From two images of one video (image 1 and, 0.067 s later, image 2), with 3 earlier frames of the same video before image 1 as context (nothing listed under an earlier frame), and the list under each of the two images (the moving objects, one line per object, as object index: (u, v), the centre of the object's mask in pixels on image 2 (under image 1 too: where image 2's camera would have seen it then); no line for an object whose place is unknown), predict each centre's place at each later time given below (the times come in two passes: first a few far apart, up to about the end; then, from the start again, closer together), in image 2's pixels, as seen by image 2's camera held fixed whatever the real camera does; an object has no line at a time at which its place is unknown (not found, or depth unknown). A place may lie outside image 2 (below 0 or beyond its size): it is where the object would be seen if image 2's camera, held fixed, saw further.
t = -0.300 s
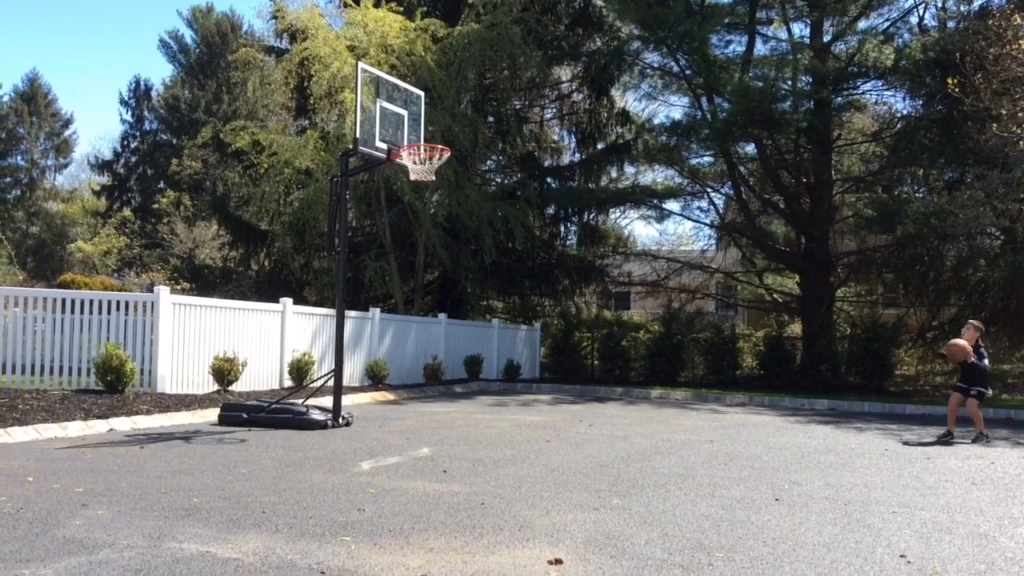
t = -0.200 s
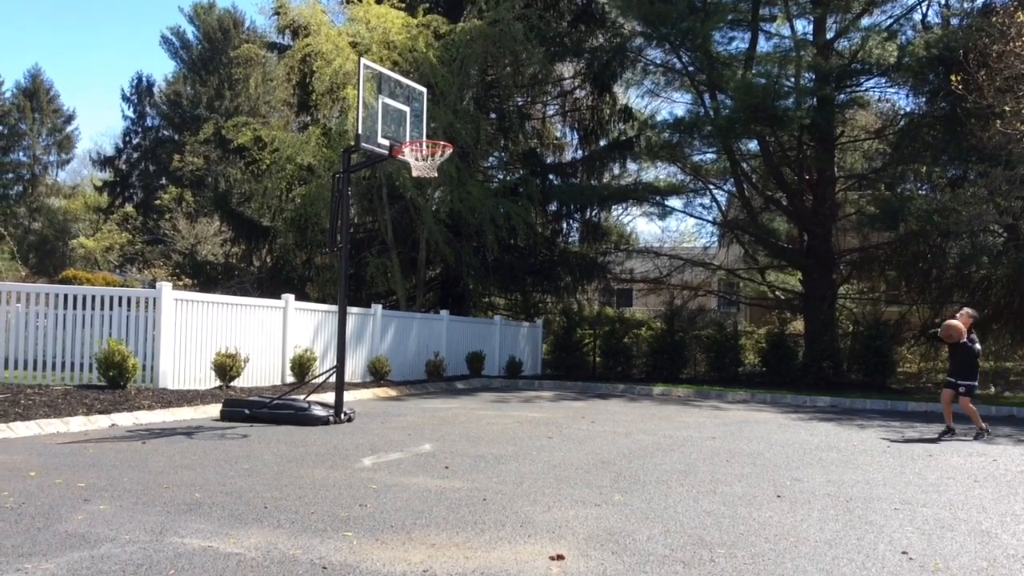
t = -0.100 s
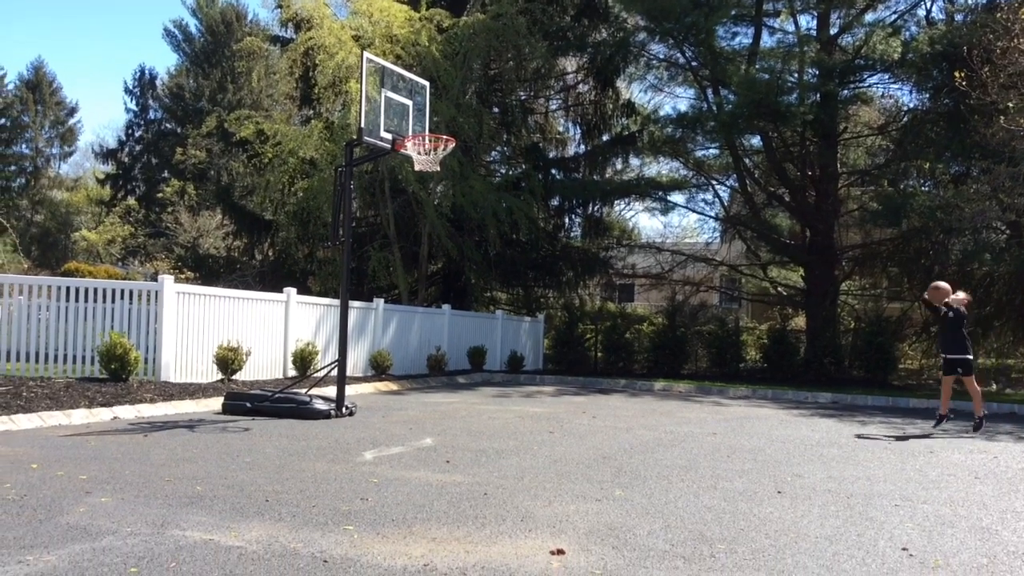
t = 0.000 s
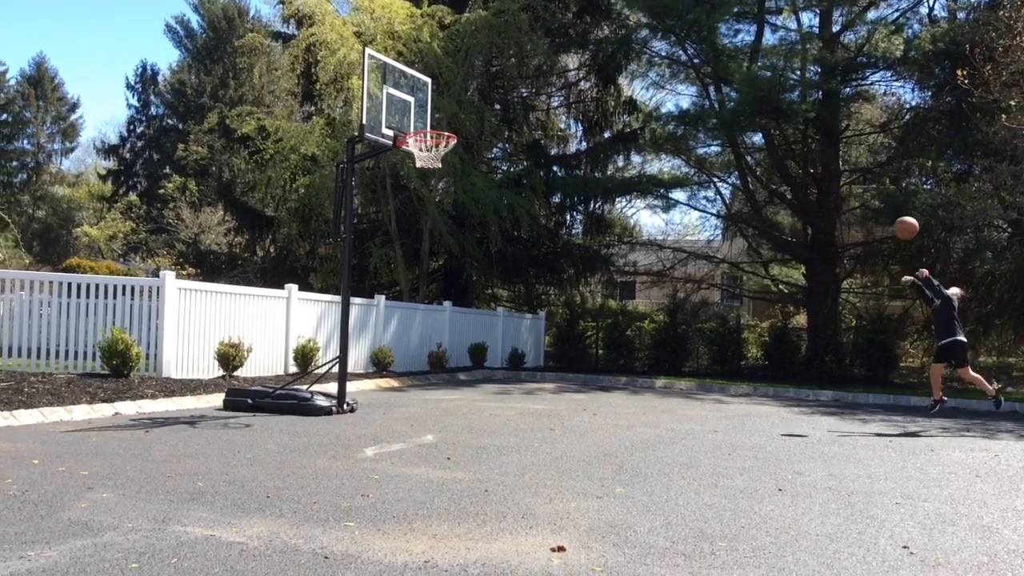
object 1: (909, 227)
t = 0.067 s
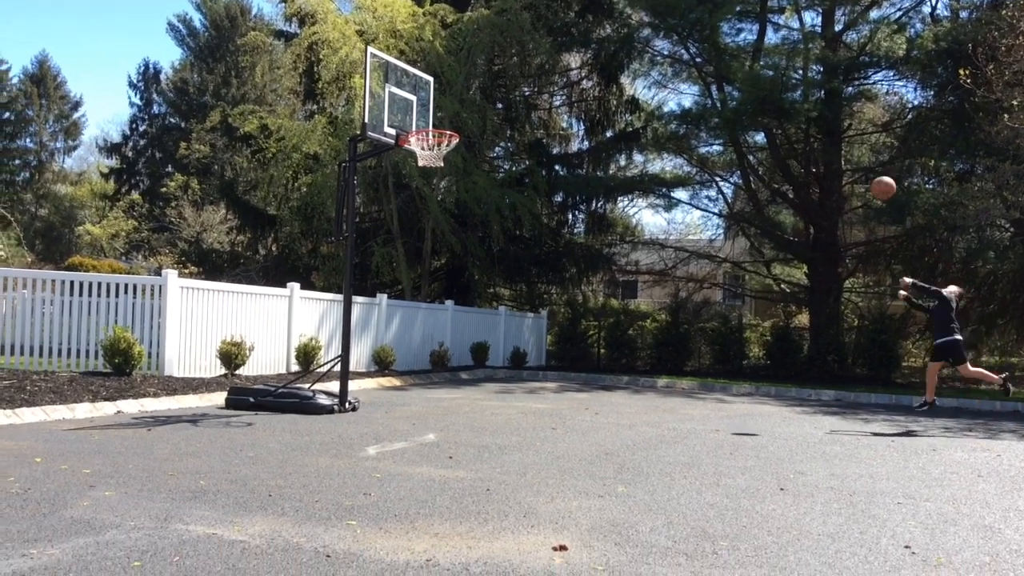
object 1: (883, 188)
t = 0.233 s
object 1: (820, 106)
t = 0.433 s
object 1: (746, 40)
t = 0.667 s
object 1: (657, 9)
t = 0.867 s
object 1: (579, 25)
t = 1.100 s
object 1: (487, 93)
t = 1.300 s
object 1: (461, 121)
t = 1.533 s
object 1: (476, 130)
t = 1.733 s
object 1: (488, 177)
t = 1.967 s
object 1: (500, 268)
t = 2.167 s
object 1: (508, 374)
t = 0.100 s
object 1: (870, 169)
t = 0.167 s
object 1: (846, 136)
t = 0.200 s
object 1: (833, 121)
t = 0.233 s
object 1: (820, 106)
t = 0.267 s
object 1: (808, 92)
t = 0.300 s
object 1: (796, 79)
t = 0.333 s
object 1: (784, 68)
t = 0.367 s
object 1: (772, 58)
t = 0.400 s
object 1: (759, 47)
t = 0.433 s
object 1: (746, 40)
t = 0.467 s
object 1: (733, 32)
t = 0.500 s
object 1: (720, 25)
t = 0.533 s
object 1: (707, 20)
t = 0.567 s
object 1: (694, 16)
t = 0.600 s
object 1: (682, 13)
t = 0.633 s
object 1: (669, 11)
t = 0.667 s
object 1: (657, 9)
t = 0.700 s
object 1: (644, 9)
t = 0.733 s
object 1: (631, 10)
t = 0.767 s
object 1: (617, 13)
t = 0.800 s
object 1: (605, 16)
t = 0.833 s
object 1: (592, 21)
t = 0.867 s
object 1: (579, 25)
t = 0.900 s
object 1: (566, 31)
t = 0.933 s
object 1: (553, 39)
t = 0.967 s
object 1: (540, 47)
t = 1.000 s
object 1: (527, 57)
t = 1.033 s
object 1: (514, 68)
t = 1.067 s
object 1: (501, 80)
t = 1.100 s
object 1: (487, 93)
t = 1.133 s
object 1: (474, 108)
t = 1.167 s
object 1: (461, 123)
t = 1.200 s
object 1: (455, 129)
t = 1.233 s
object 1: (457, 126)
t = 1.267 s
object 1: (459, 123)
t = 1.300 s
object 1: (461, 121)
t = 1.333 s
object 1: (464, 119)
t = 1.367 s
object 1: (466, 118)
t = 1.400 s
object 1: (468, 119)
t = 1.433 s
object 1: (470, 120)
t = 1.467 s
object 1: (472, 123)
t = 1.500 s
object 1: (474, 126)
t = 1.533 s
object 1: (476, 130)
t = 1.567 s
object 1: (479, 136)
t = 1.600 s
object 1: (480, 143)
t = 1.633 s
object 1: (482, 150)
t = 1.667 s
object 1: (484, 158)
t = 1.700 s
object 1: (486, 167)
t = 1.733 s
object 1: (488, 177)
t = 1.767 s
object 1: (490, 187)
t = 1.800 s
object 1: (492, 199)
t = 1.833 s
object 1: (493, 211)
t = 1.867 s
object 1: (495, 224)
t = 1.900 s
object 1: (496, 238)
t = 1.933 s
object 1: (498, 252)
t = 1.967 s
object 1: (500, 268)
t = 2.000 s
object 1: (501, 284)
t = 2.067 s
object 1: (504, 317)
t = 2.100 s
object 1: (505, 336)
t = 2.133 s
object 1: (506, 355)
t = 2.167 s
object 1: (508, 374)
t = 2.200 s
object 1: (508, 392)
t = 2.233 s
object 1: (510, 375)
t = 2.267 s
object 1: (510, 359)
